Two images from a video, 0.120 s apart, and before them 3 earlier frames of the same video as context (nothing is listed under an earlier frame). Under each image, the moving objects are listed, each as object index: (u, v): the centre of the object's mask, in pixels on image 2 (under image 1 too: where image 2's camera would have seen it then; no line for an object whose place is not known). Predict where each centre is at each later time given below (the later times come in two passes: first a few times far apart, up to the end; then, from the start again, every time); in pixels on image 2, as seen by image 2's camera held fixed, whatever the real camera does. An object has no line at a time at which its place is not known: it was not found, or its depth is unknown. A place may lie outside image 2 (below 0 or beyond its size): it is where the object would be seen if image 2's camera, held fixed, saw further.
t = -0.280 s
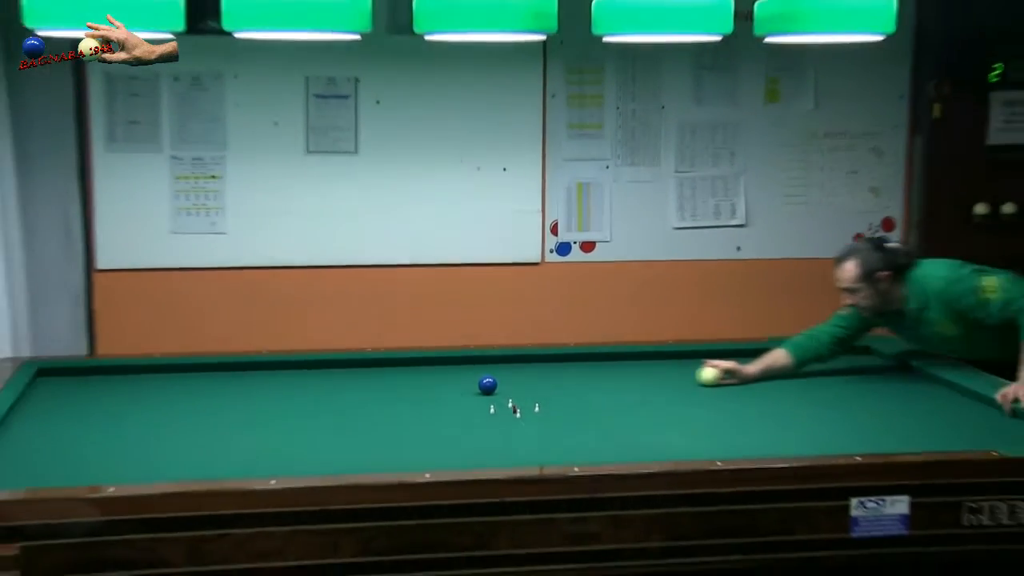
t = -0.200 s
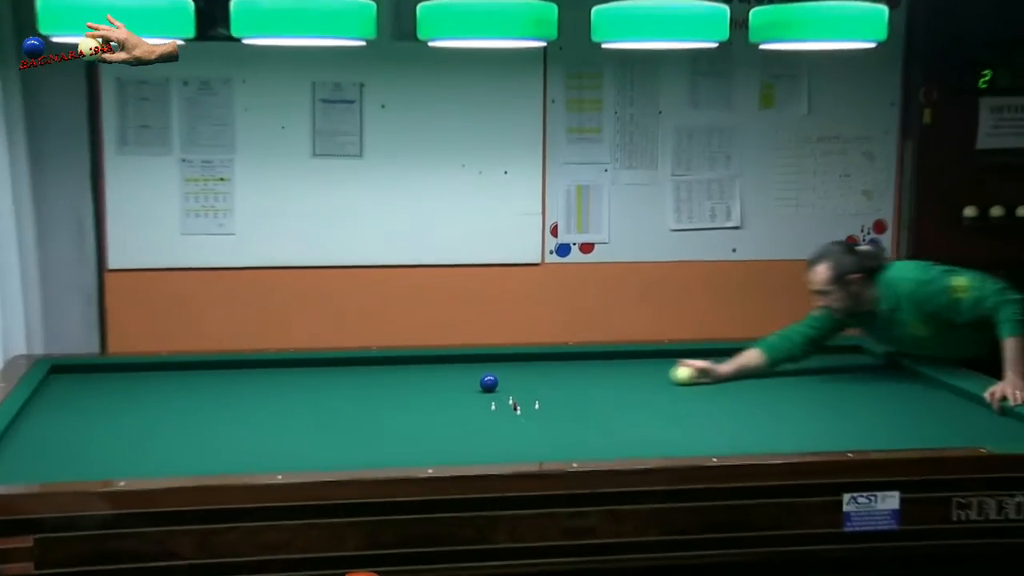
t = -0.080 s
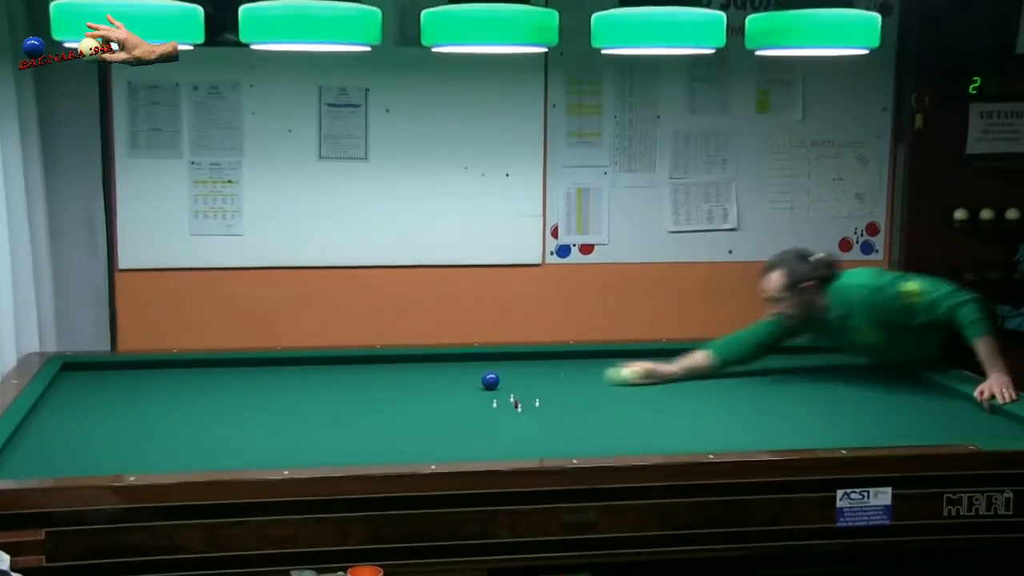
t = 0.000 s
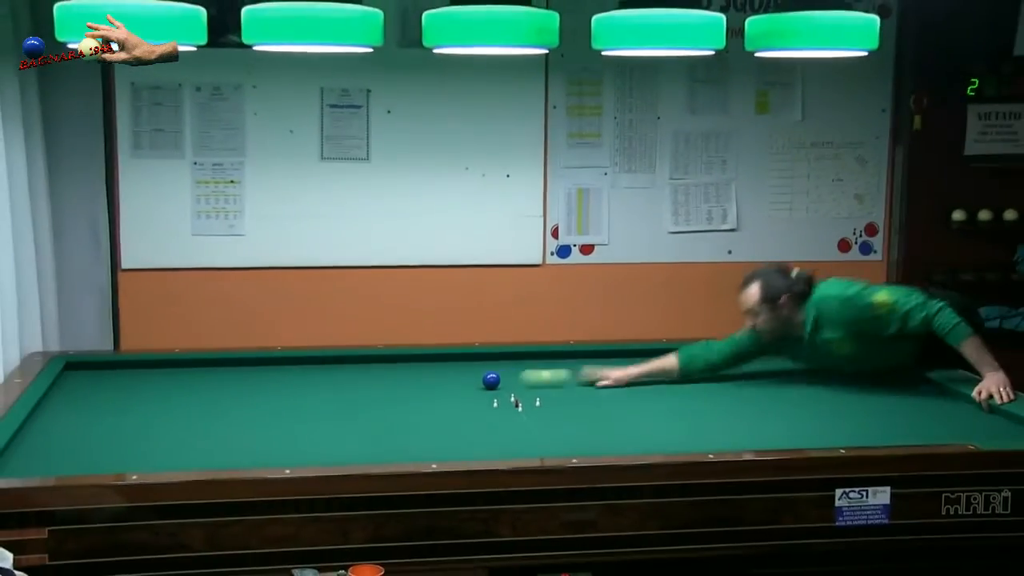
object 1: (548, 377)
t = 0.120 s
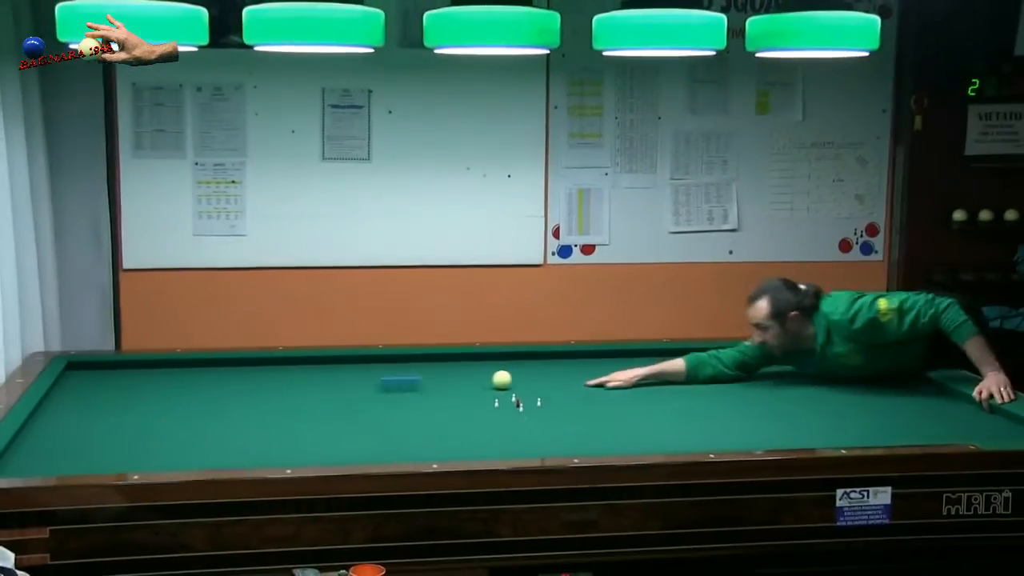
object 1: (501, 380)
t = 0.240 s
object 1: (490, 381)
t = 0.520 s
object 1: (464, 382)
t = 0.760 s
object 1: (442, 383)
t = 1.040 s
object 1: (472, 382)
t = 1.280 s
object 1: (567, 381)
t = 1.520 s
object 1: (640, 380)
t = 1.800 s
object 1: (720, 378)
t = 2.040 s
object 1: (786, 377)
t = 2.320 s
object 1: (862, 375)
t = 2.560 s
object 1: (904, 375)
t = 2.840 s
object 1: (859, 376)
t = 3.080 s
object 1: (826, 378)
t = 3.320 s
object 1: (794, 379)
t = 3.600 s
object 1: (758, 380)
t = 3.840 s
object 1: (727, 381)
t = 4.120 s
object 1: (692, 383)
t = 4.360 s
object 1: (662, 384)
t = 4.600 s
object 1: (632, 385)
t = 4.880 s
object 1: (599, 386)
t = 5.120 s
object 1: (571, 387)
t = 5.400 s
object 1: (540, 388)
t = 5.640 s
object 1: (513, 388)
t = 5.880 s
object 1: (492, 389)
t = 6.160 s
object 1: (483, 390)
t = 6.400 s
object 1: (477, 390)
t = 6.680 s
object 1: (471, 390)
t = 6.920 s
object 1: (466, 391)
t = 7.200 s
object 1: (462, 391)
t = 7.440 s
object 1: (458, 391)
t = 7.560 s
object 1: (457, 391)
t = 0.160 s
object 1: (498, 380)
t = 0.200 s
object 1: (494, 381)
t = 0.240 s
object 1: (490, 381)
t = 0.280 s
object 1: (487, 381)
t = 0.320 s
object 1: (483, 381)
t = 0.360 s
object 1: (479, 381)
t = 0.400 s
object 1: (475, 382)
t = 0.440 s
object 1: (471, 382)
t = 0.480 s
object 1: (468, 382)
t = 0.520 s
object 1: (464, 382)
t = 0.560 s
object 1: (460, 382)
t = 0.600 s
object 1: (457, 382)
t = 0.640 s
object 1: (453, 383)
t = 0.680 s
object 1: (449, 383)
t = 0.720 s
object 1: (446, 383)
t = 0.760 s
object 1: (442, 383)
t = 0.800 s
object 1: (438, 383)
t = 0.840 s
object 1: (435, 384)
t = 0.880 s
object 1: (431, 384)
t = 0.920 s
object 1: (428, 384)
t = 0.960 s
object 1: (434, 383)
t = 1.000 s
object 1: (453, 383)
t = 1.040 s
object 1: (472, 382)
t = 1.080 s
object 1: (489, 382)
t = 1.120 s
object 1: (506, 382)
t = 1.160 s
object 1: (522, 381)
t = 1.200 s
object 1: (538, 381)
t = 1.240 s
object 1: (553, 381)
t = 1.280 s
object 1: (567, 381)
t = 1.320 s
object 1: (581, 380)
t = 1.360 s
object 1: (593, 380)
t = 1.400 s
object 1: (605, 380)
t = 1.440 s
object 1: (617, 380)
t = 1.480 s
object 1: (629, 380)
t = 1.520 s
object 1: (640, 380)
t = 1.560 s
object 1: (651, 379)
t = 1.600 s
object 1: (663, 379)
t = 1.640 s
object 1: (674, 379)
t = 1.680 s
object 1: (686, 379)
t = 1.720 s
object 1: (697, 378)
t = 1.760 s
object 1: (708, 378)
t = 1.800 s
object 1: (720, 378)
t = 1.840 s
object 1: (731, 378)
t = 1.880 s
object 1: (742, 378)
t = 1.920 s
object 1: (753, 378)
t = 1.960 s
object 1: (764, 377)
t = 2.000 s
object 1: (776, 377)
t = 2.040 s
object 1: (786, 377)
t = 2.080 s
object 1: (797, 376)
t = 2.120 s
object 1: (808, 376)
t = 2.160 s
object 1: (819, 376)
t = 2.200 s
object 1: (830, 376)
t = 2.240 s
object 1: (840, 376)
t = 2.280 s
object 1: (851, 376)
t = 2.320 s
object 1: (862, 375)
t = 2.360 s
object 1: (872, 375)
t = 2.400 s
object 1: (882, 375)
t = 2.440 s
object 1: (893, 375)
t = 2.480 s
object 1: (903, 375)
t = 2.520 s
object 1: (911, 375)
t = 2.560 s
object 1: (904, 375)
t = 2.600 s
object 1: (896, 375)
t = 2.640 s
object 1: (888, 375)
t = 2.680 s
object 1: (881, 376)
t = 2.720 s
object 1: (875, 376)
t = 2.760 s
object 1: (869, 376)
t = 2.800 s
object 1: (864, 376)
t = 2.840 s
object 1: (859, 376)
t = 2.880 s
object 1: (853, 377)
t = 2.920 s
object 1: (847, 377)
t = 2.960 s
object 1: (842, 377)
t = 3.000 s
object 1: (837, 377)
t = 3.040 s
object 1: (831, 378)
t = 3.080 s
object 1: (826, 378)
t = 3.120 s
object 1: (821, 378)
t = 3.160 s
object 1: (815, 378)
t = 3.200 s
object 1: (810, 378)
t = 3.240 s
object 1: (805, 378)
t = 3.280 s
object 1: (800, 379)
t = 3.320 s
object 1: (794, 379)
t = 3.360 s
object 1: (789, 379)
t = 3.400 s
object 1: (784, 379)
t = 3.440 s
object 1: (779, 380)
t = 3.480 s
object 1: (774, 380)
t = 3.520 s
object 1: (769, 380)
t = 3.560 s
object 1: (763, 380)
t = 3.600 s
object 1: (758, 380)
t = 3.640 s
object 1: (753, 380)
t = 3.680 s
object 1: (748, 381)
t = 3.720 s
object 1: (743, 381)
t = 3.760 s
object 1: (738, 381)
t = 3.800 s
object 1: (733, 381)
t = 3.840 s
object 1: (727, 381)
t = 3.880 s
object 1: (722, 382)
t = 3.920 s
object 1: (717, 382)
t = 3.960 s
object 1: (712, 382)
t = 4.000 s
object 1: (707, 382)
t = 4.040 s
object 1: (702, 383)
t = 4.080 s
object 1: (697, 383)
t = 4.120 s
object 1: (692, 383)
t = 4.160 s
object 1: (687, 383)
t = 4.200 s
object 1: (682, 383)
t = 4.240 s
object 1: (677, 383)
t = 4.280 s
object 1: (672, 384)
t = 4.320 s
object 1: (667, 384)
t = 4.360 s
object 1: (662, 384)
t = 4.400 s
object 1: (657, 384)
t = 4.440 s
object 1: (652, 384)
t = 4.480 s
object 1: (647, 385)
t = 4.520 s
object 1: (642, 385)
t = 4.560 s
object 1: (638, 385)
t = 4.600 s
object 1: (632, 385)
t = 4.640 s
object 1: (627, 385)
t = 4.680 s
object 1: (623, 385)
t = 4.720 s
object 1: (618, 385)
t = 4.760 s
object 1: (613, 386)
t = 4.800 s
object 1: (609, 385)
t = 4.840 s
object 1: (604, 386)
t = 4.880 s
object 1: (599, 386)
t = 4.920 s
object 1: (594, 386)
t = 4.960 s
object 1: (590, 387)
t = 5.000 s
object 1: (585, 387)
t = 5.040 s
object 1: (581, 387)
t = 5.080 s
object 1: (576, 387)
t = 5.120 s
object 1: (571, 387)
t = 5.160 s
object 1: (567, 387)
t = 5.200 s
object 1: (562, 387)
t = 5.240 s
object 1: (557, 387)
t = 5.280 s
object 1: (553, 388)
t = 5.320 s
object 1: (548, 388)
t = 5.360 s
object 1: (544, 388)
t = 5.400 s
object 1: (540, 388)
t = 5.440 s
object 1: (535, 388)
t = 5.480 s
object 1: (530, 388)
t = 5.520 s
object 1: (526, 388)
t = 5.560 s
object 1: (521, 388)
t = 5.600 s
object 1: (517, 388)
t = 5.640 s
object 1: (513, 388)
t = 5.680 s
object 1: (508, 388)
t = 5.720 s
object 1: (504, 389)
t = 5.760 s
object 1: (500, 389)
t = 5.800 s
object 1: (495, 389)
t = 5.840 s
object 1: (492, 389)
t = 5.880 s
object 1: (492, 389)
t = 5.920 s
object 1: (490, 389)
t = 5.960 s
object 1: (489, 389)
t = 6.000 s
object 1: (488, 389)
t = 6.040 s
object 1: (487, 389)
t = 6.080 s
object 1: (486, 390)
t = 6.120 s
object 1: (485, 390)
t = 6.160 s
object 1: (483, 390)
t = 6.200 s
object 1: (482, 390)
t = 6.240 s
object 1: (481, 390)
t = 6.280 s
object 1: (480, 390)
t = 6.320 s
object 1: (479, 390)
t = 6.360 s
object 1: (478, 390)
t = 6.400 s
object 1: (477, 390)
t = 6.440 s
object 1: (476, 390)
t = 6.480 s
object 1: (475, 390)
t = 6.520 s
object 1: (474, 390)
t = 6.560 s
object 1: (473, 390)
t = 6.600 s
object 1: (472, 390)
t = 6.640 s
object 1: (471, 390)
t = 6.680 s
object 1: (471, 390)
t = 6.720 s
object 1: (470, 390)
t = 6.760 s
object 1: (469, 390)
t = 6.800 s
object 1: (469, 390)
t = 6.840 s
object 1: (468, 390)
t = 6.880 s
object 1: (467, 391)
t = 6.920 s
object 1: (466, 391)
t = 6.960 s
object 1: (466, 390)
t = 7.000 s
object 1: (465, 390)
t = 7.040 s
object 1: (464, 391)
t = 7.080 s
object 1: (464, 391)
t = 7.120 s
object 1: (463, 391)
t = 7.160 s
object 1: (462, 390)
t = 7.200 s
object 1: (462, 391)
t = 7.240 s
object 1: (461, 391)
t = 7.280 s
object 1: (461, 391)
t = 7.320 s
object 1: (460, 391)
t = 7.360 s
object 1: (459, 391)
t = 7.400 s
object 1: (459, 391)
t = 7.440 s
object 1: (458, 391)
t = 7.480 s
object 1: (458, 391)
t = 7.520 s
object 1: (458, 391)
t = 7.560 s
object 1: (457, 391)
